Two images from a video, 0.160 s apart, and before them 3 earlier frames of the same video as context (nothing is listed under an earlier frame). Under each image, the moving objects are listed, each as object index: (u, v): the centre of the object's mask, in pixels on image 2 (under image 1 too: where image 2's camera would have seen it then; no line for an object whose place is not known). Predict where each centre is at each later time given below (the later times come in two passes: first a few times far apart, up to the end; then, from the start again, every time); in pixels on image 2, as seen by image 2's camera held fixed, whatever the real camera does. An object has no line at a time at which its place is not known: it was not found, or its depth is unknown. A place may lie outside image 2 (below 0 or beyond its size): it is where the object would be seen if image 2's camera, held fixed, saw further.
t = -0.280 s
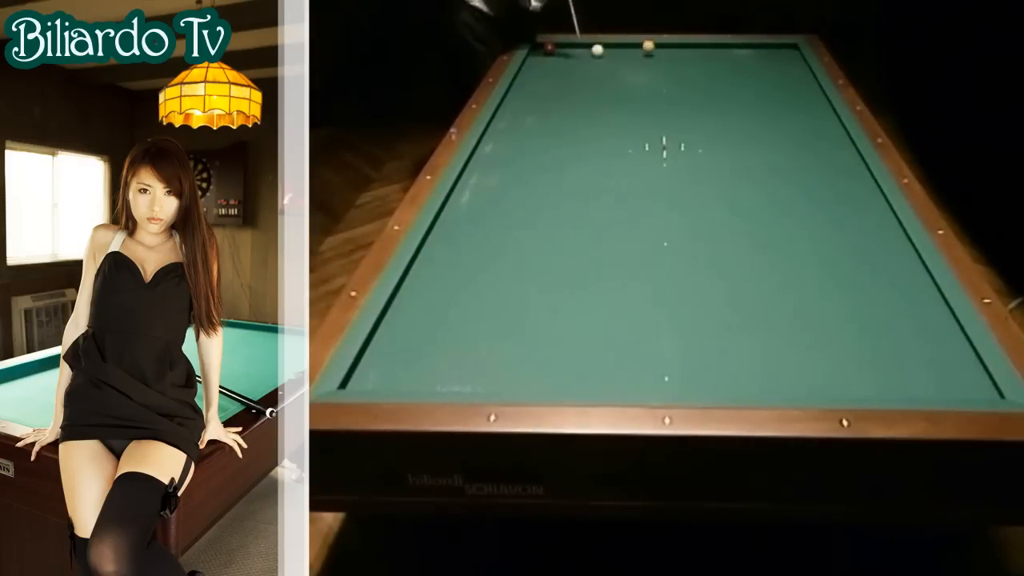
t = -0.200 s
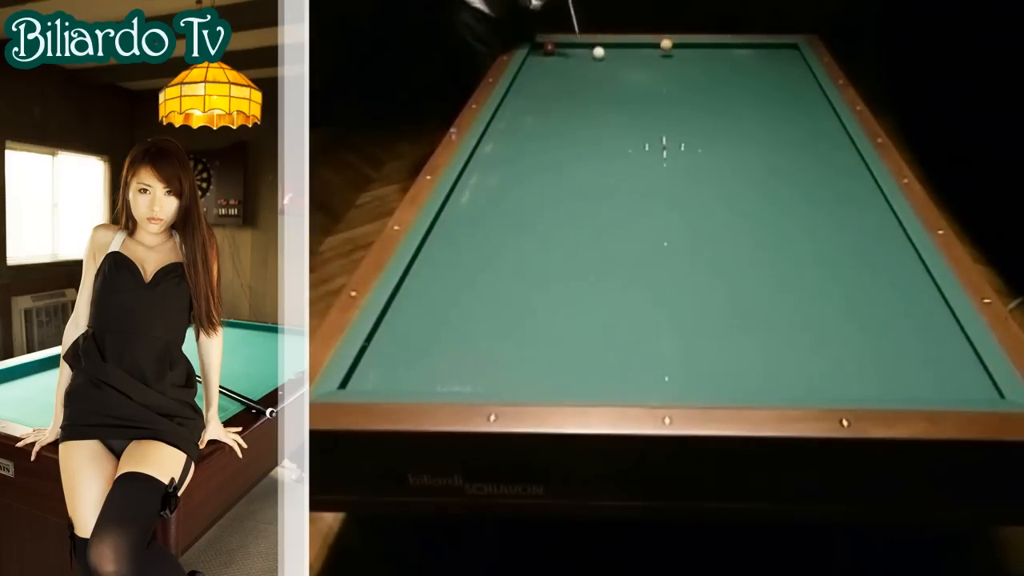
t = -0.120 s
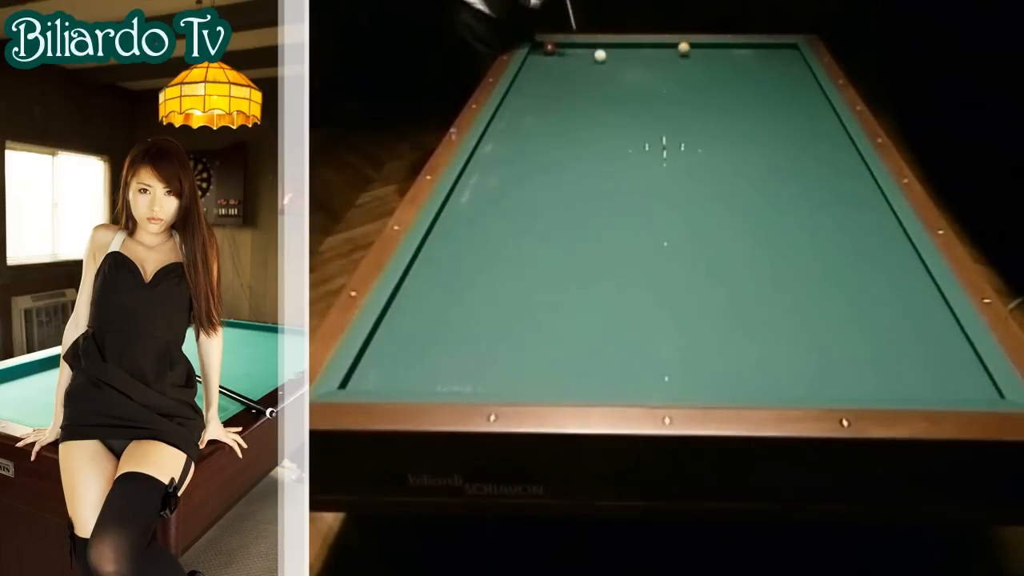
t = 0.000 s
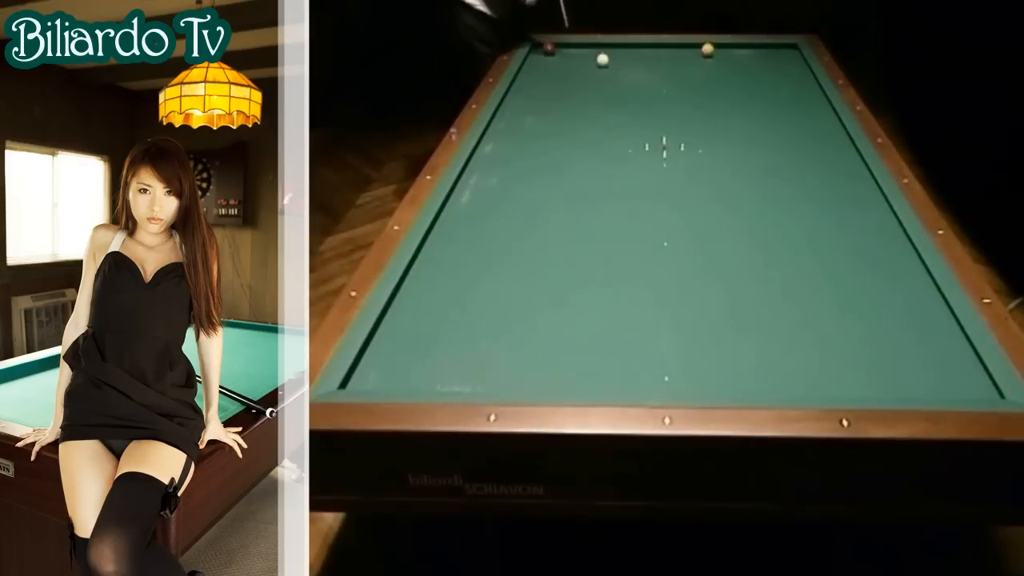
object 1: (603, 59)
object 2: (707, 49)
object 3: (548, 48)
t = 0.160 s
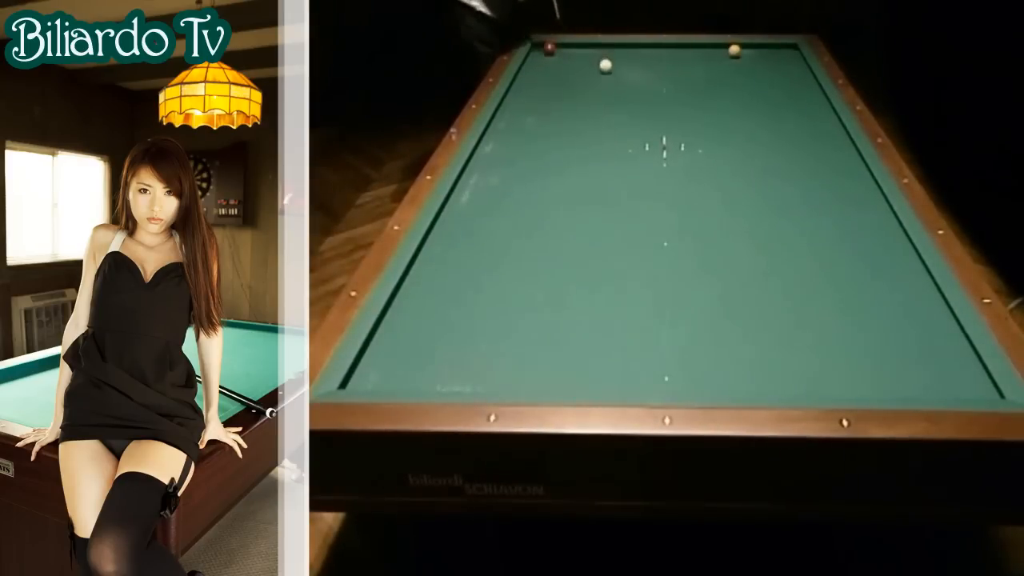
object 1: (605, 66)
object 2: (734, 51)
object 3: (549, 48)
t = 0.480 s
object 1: (611, 78)
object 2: (757, 50)
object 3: (549, 48)
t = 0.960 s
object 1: (622, 98)
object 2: (710, 46)
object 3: (549, 48)
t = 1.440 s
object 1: (634, 121)
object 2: (600, 46)
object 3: (549, 48)
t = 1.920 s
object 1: (647, 146)
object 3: (550, 54)
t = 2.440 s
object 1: (663, 176)
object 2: (574, 55)
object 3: (587, 60)
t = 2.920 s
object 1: (679, 209)
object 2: (604, 63)
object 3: (621, 65)
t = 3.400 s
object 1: (698, 246)
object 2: (635, 71)
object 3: (656, 72)
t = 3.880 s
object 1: (720, 288)
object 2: (666, 80)
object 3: (690, 77)
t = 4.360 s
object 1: (744, 336)
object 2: (697, 89)
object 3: (723, 84)
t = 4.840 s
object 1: (770, 383)
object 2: (728, 97)
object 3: (756, 89)
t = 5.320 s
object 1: (775, 355)
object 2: (760, 106)
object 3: (788, 95)
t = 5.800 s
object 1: (779, 329)
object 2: (792, 115)
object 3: (818, 100)
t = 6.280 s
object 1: (782, 307)
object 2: (822, 124)
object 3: (813, 103)
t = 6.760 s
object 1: (785, 288)
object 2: (832, 130)
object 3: (801, 106)
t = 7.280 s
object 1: (787, 271)
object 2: (819, 136)
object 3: (790, 109)
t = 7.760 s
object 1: (788, 259)
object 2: (807, 140)
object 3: (782, 111)
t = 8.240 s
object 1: (789, 248)
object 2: (798, 143)
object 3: (775, 112)
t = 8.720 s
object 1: (789, 240)
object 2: (789, 147)
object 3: (770, 114)
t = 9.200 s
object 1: (788, 233)
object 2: (783, 150)
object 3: (766, 115)
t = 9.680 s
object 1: (785, 227)
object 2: (777, 152)
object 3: (765, 116)
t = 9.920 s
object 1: (784, 225)
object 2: (776, 153)
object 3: (764, 116)
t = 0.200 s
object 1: (606, 67)
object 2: (740, 51)
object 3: (549, 48)
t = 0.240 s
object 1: (607, 69)
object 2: (745, 51)
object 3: (549, 48)
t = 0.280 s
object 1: (607, 71)
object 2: (748, 51)
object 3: (549, 47)
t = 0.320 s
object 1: (608, 72)
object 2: (751, 51)
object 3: (549, 48)
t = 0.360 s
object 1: (609, 73)
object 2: (754, 50)
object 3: (549, 48)
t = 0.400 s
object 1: (610, 75)
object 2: (756, 50)
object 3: (548, 48)
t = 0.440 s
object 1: (611, 77)
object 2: (757, 50)
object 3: (548, 48)
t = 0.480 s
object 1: (611, 78)
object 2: (757, 50)
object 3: (549, 48)
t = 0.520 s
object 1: (612, 80)
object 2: (757, 49)
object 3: (549, 48)
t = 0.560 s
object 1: (613, 81)
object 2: (756, 49)
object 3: (548, 48)
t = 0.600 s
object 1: (614, 83)
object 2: (754, 49)
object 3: (548, 48)
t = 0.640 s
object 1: (615, 84)
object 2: (752, 49)
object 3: (548, 48)
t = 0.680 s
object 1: (616, 86)
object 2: (749, 49)
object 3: (549, 48)
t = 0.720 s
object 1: (617, 88)
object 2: (745, 48)
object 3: (548, 48)
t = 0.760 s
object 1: (617, 90)
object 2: (741, 48)
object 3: (549, 48)
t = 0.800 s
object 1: (618, 91)
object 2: (736, 47)
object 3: (549, 48)
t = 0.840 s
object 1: (619, 93)
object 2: (730, 47)
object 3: (549, 48)
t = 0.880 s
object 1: (620, 94)
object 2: (724, 47)
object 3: (549, 48)
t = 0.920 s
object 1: (621, 96)
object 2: (717, 46)
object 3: (549, 48)
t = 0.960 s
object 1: (622, 98)
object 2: (710, 46)
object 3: (549, 48)
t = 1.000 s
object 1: (623, 100)
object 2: (702, 45)
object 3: (549, 48)
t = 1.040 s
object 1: (624, 102)
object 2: (694, 45)
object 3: (549, 48)
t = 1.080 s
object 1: (625, 104)
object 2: (685, 44)
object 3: (549, 48)
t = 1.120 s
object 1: (626, 105)
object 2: (676, 44)
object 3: (549, 48)
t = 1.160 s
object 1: (627, 107)
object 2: (667, 44)
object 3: (549, 48)
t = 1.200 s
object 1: (628, 109)
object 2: (658, 45)
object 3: (549, 48)
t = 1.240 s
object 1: (629, 111)
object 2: (648, 45)
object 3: (549, 48)
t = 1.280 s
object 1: (630, 113)
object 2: (638, 45)
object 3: (549, 48)
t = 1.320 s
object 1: (631, 115)
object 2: (628, 45)
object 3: (549, 48)
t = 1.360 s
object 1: (632, 117)
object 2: (619, 45)
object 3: (549, 48)
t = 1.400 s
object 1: (633, 119)
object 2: (609, 45)
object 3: (549, 48)
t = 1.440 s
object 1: (634, 121)
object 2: (600, 46)
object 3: (549, 48)
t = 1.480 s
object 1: (635, 123)
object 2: (590, 46)
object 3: (549, 48)
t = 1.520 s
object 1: (636, 125)
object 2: (581, 46)
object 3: (549, 48)
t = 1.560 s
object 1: (637, 127)
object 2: (571, 46)
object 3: (549, 48)
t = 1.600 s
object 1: (638, 129)
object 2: (561, 46)
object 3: (548, 48)
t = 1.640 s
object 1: (639, 131)
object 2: (557, 46)
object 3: (544, 48)
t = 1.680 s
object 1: (640, 133)
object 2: (554, 45)
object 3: (538, 50)
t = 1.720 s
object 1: (641, 135)
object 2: (551, 44)
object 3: (534, 51)
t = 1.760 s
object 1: (642, 137)
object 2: (547, 44)
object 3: (537, 51)
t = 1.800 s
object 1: (643, 138)
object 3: (541, 53)
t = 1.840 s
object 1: (644, 140)
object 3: (544, 53)
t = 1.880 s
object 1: (645, 143)
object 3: (547, 54)
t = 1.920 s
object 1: (647, 146)
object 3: (550, 54)
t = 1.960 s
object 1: (648, 148)
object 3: (553, 55)
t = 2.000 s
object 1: (649, 150)
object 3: (556, 55)
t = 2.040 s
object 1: (650, 152)
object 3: (558, 55)
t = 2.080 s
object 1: (651, 155)
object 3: (561, 56)
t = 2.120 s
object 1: (653, 157)
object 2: (555, 49)
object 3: (564, 56)
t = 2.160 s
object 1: (654, 159)
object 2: (557, 50)
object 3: (567, 57)
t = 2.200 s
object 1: (655, 162)
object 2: (559, 50)
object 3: (570, 57)
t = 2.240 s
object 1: (656, 164)
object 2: (562, 51)
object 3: (573, 58)
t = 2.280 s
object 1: (658, 167)
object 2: (564, 52)
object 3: (576, 58)
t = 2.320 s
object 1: (659, 169)
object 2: (567, 53)
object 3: (578, 58)
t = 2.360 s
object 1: (660, 171)
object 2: (569, 53)
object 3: (581, 58)
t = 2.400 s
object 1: (662, 174)
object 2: (572, 54)
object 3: (584, 59)
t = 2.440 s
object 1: (663, 176)
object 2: (574, 55)
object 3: (587, 60)
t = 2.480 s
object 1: (664, 179)
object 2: (577, 55)
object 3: (590, 60)
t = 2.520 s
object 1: (666, 181)
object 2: (579, 56)
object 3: (592, 61)
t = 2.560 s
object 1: (667, 184)
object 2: (582, 57)
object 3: (595, 61)
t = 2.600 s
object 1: (668, 187)
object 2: (584, 57)
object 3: (598, 61)
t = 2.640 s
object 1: (670, 189)
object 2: (587, 58)
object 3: (601, 62)
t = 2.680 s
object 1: (671, 192)
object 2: (589, 59)
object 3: (604, 62)
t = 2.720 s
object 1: (672, 195)
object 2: (592, 59)
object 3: (607, 62)
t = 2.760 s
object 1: (674, 198)
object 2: (594, 60)
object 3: (610, 63)
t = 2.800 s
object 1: (675, 200)
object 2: (597, 61)
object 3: (612, 63)
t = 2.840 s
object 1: (676, 203)
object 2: (599, 61)
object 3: (615, 64)
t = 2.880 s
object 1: (678, 206)
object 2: (602, 62)
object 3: (619, 64)
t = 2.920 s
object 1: (679, 209)
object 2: (604, 63)
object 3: (621, 65)
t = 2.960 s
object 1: (681, 212)
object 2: (607, 63)
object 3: (624, 65)
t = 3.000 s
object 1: (682, 215)
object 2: (609, 64)
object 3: (627, 66)
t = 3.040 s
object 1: (684, 217)
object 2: (612, 65)
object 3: (630, 67)
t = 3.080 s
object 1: (685, 220)
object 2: (614, 66)
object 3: (633, 67)
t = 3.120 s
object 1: (687, 223)
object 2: (617, 66)
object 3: (636, 67)
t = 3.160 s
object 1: (688, 227)
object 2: (620, 67)
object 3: (639, 68)
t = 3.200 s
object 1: (690, 230)
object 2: (622, 68)
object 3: (642, 69)
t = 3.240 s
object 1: (692, 233)
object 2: (624, 68)
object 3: (644, 69)
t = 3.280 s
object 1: (693, 236)
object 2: (627, 69)
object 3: (648, 70)
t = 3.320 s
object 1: (695, 239)
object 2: (630, 70)
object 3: (650, 71)
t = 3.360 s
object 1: (696, 242)
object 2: (632, 70)
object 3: (653, 71)
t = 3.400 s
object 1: (698, 246)
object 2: (635, 71)
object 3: (656, 72)
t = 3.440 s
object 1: (700, 249)
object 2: (637, 72)
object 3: (659, 72)
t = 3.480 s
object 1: (701, 252)
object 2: (640, 73)
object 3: (662, 72)
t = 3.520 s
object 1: (703, 256)
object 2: (642, 73)
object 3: (664, 73)
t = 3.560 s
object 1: (705, 259)
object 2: (645, 74)
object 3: (667, 74)
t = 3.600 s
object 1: (707, 262)
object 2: (648, 75)
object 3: (670, 74)
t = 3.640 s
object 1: (708, 266)
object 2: (650, 75)
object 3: (673, 75)
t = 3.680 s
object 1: (710, 269)
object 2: (653, 76)
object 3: (676, 75)
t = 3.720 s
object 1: (712, 273)
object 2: (655, 77)
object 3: (679, 76)
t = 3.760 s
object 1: (714, 277)
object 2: (658, 78)
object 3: (682, 76)
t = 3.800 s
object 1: (716, 280)
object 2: (660, 78)
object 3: (684, 76)
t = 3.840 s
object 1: (718, 284)
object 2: (663, 79)
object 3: (687, 77)
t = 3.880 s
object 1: (720, 288)
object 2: (666, 80)
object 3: (690, 77)
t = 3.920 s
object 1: (721, 291)
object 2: (668, 80)
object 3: (693, 78)
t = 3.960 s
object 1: (723, 295)
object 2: (671, 81)
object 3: (696, 79)
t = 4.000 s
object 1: (725, 299)
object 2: (673, 82)
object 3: (698, 79)
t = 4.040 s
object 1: (728, 303)
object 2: (676, 83)
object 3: (701, 79)
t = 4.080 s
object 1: (730, 307)
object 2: (679, 83)
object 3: (704, 80)
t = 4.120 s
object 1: (731, 311)
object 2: (681, 84)
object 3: (706, 80)
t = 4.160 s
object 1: (734, 315)
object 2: (684, 85)
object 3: (709, 81)
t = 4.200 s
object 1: (735, 319)
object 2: (686, 86)
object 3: (712, 81)
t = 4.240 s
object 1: (737, 324)
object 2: (689, 87)
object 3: (715, 82)
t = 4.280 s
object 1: (740, 328)
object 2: (691, 87)
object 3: (718, 82)
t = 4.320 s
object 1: (742, 332)
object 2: (694, 88)
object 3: (721, 83)
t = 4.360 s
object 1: (744, 336)
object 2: (697, 89)
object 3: (723, 84)
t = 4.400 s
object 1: (746, 341)
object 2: (699, 89)
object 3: (726, 84)
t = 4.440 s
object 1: (748, 345)
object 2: (702, 90)
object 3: (729, 85)
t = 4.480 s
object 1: (750, 350)
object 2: (705, 91)
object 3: (731, 85)
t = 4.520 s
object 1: (753, 354)
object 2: (707, 91)
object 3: (734, 85)
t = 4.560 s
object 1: (755, 359)
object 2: (710, 92)
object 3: (737, 86)
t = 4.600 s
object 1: (757, 363)
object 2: (713, 93)
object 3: (740, 86)
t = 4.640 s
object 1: (760, 368)
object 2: (715, 93)
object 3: (742, 86)
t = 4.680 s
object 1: (762, 373)
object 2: (718, 94)
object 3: (745, 87)
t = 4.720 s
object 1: (765, 377)
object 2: (720, 95)
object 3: (748, 88)
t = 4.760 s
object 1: (767, 380)
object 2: (723, 96)
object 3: (751, 88)
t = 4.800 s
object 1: (769, 384)
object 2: (726, 96)
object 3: (753, 89)
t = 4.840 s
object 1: (770, 383)
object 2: (728, 97)
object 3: (756, 89)
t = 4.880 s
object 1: (770, 381)
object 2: (731, 98)
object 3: (759, 89)
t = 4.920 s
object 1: (771, 379)
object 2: (734, 99)
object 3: (761, 90)
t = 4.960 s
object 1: (771, 377)
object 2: (736, 99)
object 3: (764, 90)
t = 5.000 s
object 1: (771, 375)
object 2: (739, 100)
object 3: (767, 90)
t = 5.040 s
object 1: (772, 372)
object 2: (741, 101)
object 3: (769, 91)
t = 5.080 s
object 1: (772, 370)
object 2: (744, 101)
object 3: (772, 92)
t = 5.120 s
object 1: (773, 367)
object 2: (747, 102)
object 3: (775, 92)
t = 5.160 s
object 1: (773, 364)
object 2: (749, 103)
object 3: (777, 93)
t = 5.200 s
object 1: (773, 362)
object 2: (752, 104)
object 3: (780, 93)
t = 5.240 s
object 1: (774, 359)
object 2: (755, 104)
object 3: (782, 94)
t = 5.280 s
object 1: (774, 357)
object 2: (757, 105)
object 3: (785, 94)
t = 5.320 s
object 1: (775, 355)
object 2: (760, 106)
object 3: (788, 95)
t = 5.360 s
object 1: (775, 353)
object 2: (763, 107)
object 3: (790, 95)
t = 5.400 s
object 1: (775, 350)
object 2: (765, 107)
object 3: (793, 96)
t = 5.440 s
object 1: (776, 348)
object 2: (768, 108)
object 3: (795, 96)
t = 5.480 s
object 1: (776, 345)
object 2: (770, 109)
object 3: (798, 96)
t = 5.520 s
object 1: (776, 343)
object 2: (773, 110)
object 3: (801, 97)
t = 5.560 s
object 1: (777, 341)
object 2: (776, 110)
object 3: (803, 98)
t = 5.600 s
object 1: (777, 339)
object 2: (779, 111)
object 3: (806, 98)
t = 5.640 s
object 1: (777, 337)
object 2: (781, 112)
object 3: (808, 99)
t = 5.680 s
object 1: (778, 335)
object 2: (784, 113)
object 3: (811, 99)
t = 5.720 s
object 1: (778, 333)
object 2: (786, 114)
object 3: (813, 99)
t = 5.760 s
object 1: (779, 331)
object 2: (789, 114)
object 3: (816, 99)
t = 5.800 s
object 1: (779, 329)
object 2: (792, 115)
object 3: (818, 100)
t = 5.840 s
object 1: (779, 327)
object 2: (794, 116)
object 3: (821, 100)
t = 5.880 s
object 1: (779, 325)
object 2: (797, 116)
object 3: (823, 100)
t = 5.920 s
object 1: (780, 323)
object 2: (799, 117)
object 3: (822, 101)
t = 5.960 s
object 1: (780, 321)
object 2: (802, 118)
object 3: (821, 101)
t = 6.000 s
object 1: (780, 319)
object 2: (805, 119)
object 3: (820, 101)
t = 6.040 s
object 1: (780, 317)
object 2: (807, 119)
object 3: (819, 101)
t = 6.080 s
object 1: (781, 315)
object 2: (810, 120)
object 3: (818, 101)
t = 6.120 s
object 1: (781, 313)
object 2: (813, 121)
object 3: (817, 102)
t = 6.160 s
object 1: (781, 312)
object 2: (815, 122)
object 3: (816, 102)
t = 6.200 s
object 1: (781, 310)
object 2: (817, 122)
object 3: (815, 102)
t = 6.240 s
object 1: (781, 308)
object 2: (820, 123)
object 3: (814, 103)
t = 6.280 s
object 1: (782, 307)
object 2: (822, 124)
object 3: (813, 103)
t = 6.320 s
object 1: (782, 305)
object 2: (825, 124)
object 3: (812, 103)
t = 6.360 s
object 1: (782, 303)
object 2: (828, 125)
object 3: (811, 103)
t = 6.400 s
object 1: (782, 302)
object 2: (830, 126)
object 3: (810, 104)
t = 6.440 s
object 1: (783, 300)
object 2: (833, 126)
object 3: (808, 104)
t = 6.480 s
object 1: (783, 298)
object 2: (835, 127)
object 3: (807, 104)
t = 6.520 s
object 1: (783, 297)
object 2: (838, 128)
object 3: (807, 104)
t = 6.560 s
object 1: (783, 295)
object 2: (837, 128)
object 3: (806, 105)
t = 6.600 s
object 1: (784, 294)
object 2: (836, 129)
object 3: (805, 105)
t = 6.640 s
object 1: (784, 292)
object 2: (835, 129)
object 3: (804, 105)
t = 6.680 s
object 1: (784, 291)
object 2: (834, 129)
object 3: (803, 105)
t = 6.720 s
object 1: (784, 290)
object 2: (833, 130)
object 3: (802, 106)
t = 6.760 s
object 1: (785, 288)
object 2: (832, 130)
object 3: (801, 106)
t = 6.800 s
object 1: (785, 287)
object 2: (832, 130)
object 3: (800, 107)
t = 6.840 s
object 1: (785, 285)
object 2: (830, 131)
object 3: (799, 107)
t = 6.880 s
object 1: (785, 284)
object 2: (829, 131)
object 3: (798, 107)
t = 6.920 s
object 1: (785, 283)
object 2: (828, 132)
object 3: (797, 107)
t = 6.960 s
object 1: (785, 281)
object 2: (827, 132)
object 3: (797, 107)
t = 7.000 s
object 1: (786, 280)
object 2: (826, 133)
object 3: (796, 108)
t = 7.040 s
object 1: (786, 279)
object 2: (824, 133)
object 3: (795, 108)
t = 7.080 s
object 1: (786, 277)
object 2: (823, 134)
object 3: (794, 108)
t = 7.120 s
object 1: (786, 276)
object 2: (823, 134)
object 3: (793, 108)
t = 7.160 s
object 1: (786, 275)
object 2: (822, 134)
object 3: (793, 108)
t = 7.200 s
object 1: (787, 274)
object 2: (821, 135)
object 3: (792, 109)
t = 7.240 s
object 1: (787, 272)
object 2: (819, 135)
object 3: (791, 109)
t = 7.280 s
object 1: (787, 271)
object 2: (819, 136)
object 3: (790, 109)
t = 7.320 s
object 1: (787, 270)
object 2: (818, 136)
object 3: (789, 109)
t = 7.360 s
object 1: (787, 269)
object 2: (817, 136)
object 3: (789, 109)
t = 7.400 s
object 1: (787, 268)
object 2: (816, 137)
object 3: (788, 109)
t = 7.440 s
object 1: (788, 267)
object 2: (815, 137)
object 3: (787, 110)
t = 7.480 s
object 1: (787, 266)
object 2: (814, 137)
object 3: (786, 110)
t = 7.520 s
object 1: (788, 265)
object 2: (813, 138)
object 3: (786, 110)
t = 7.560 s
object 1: (788, 264)
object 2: (812, 138)
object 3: (785, 110)
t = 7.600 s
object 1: (788, 263)
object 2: (811, 138)
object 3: (784, 110)
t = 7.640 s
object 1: (788, 262)
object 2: (810, 139)
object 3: (784, 111)
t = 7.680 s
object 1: (788, 261)
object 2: (809, 139)
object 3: (783, 111)
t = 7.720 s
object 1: (788, 260)
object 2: (808, 139)
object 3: (782, 111)
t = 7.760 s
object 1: (788, 259)
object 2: (807, 140)
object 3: (782, 111)
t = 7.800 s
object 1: (788, 258)
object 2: (806, 140)
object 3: (781, 111)
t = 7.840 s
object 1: (788, 257)
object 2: (805, 140)
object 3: (781, 111)
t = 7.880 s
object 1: (788, 256)
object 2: (805, 140)
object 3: (780, 111)
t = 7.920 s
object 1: (789, 255)
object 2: (804, 141)
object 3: (780, 112)
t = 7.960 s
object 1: (789, 254)
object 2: (803, 141)
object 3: (779, 112)
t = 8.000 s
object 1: (789, 253)
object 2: (802, 142)
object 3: (778, 112)
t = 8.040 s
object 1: (789, 252)
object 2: (801, 142)
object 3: (778, 112)
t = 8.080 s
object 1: (789, 252)
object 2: (801, 142)
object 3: (777, 112)
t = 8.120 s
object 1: (789, 251)
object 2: (800, 142)
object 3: (776, 112)
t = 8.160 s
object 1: (789, 250)
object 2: (799, 143)
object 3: (776, 112)
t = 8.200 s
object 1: (789, 249)
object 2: (798, 143)
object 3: (775, 112)
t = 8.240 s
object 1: (789, 248)
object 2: (798, 143)
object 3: (775, 112)
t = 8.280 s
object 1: (789, 248)
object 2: (797, 144)
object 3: (774, 112)
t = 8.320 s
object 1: (789, 247)
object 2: (796, 144)
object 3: (774, 112)
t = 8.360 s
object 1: (789, 246)
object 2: (796, 144)
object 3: (774, 113)
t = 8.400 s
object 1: (789, 245)
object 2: (795, 145)
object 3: (773, 113)
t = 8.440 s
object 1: (789, 244)
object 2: (794, 145)
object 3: (772, 113)
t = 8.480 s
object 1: (789, 244)
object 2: (793, 145)
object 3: (772, 113)
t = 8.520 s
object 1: (789, 243)
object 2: (793, 146)
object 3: (772, 113)
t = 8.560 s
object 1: (789, 242)
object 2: (792, 146)
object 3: (771, 113)
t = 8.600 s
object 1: (789, 241)
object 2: (792, 146)
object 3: (771, 113)
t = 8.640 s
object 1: (789, 241)
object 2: (791, 146)
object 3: (771, 113)
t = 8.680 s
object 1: (789, 240)
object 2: (790, 147)
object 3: (770, 114)
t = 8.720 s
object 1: (789, 240)
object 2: (789, 147)
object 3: (770, 114)
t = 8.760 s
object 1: (789, 239)
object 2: (789, 147)
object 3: (769, 114)
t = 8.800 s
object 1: (789, 238)
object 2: (788, 147)
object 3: (769, 114)
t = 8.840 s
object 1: (789, 238)
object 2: (787, 148)
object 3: (769, 114)
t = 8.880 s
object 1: (789, 237)
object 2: (787, 148)
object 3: (768, 114)
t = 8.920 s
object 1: (789, 237)
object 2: (786, 148)
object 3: (768, 114)
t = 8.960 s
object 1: (789, 236)
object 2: (786, 148)
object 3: (768, 114)
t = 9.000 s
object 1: (789, 235)
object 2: (785, 149)
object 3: (767, 114)
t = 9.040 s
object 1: (789, 235)
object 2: (785, 149)
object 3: (767, 114)
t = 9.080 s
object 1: (789, 234)
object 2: (784, 149)
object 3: (767, 114)
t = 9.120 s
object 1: (789, 234)
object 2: (784, 149)
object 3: (767, 115)
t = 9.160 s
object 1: (788, 233)
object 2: (783, 150)
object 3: (766, 115)
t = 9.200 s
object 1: (788, 233)
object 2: (783, 150)
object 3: (766, 115)
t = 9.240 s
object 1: (788, 232)
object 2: (782, 150)
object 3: (766, 115)
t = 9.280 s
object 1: (788, 232)
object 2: (782, 150)
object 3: (766, 115)
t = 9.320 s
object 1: (787, 231)
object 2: (781, 150)
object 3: (766, 115)
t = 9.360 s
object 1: (788, 231)
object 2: (781, 151)
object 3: (766, 115)
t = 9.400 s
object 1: (787, 231)
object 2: (780, 151)
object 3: (765, 115)
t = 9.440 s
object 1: (787, 230)
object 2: (780, 151)
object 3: (765, 115)
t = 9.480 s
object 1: (786, 229)
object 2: (779, 151)
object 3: (765, 115)
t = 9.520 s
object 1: (786, 229)
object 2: (779, 151)
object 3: (765, 115)
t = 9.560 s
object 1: (786, 229)
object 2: (779, 152)
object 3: (765, 116)
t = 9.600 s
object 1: (786, 228)
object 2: (778, 152)
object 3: (765, 116)
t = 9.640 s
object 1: (786, 227)
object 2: (778, 152)
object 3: (765, 116)
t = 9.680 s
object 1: (785, 227)
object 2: (777, 152)
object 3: (765, 116)
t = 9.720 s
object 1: (785, 227)
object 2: (777, 152)
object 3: (765, 116)
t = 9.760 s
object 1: (785, 226)
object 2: (777, 152)
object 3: (764, 116)
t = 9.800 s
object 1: (785, 226)
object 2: (777, 152)
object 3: (764, 116)
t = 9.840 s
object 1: (785, 226)
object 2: (776, 152)
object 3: (764, 116)
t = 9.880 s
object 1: (785, 225)
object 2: (776, 153)
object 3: (764, 116)
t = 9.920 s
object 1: (784, 225)
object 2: (776, 153)
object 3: (764, 116)
